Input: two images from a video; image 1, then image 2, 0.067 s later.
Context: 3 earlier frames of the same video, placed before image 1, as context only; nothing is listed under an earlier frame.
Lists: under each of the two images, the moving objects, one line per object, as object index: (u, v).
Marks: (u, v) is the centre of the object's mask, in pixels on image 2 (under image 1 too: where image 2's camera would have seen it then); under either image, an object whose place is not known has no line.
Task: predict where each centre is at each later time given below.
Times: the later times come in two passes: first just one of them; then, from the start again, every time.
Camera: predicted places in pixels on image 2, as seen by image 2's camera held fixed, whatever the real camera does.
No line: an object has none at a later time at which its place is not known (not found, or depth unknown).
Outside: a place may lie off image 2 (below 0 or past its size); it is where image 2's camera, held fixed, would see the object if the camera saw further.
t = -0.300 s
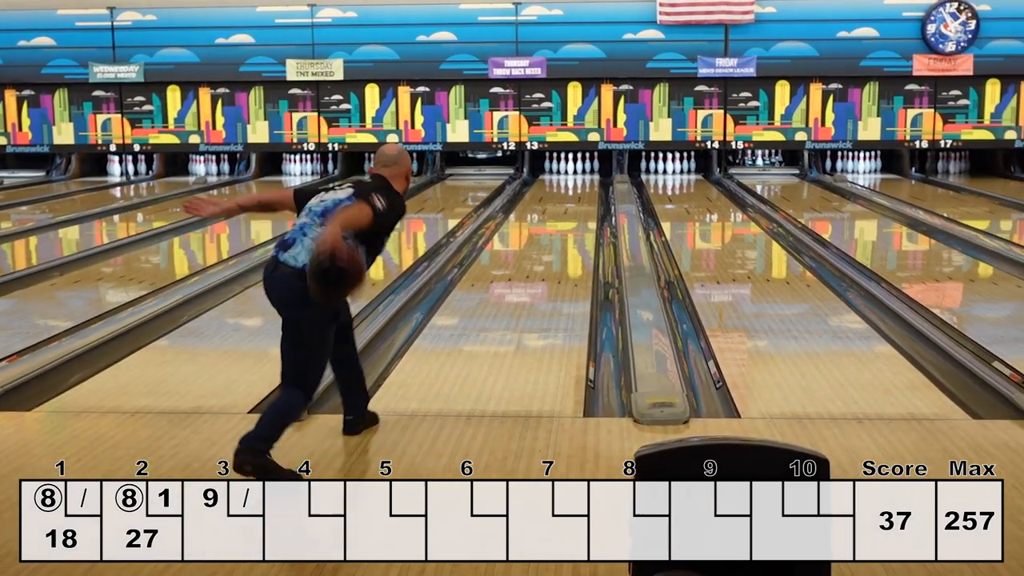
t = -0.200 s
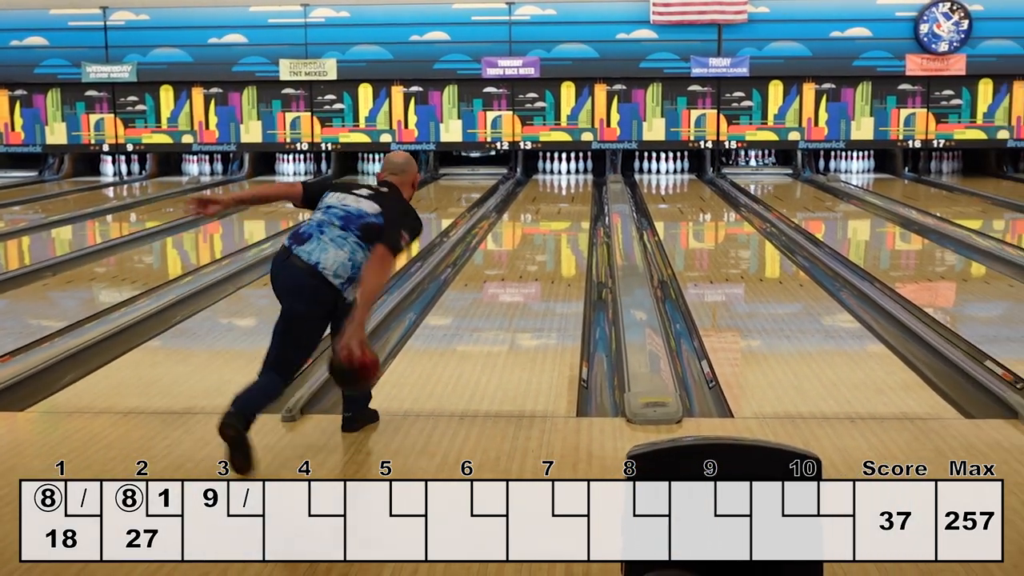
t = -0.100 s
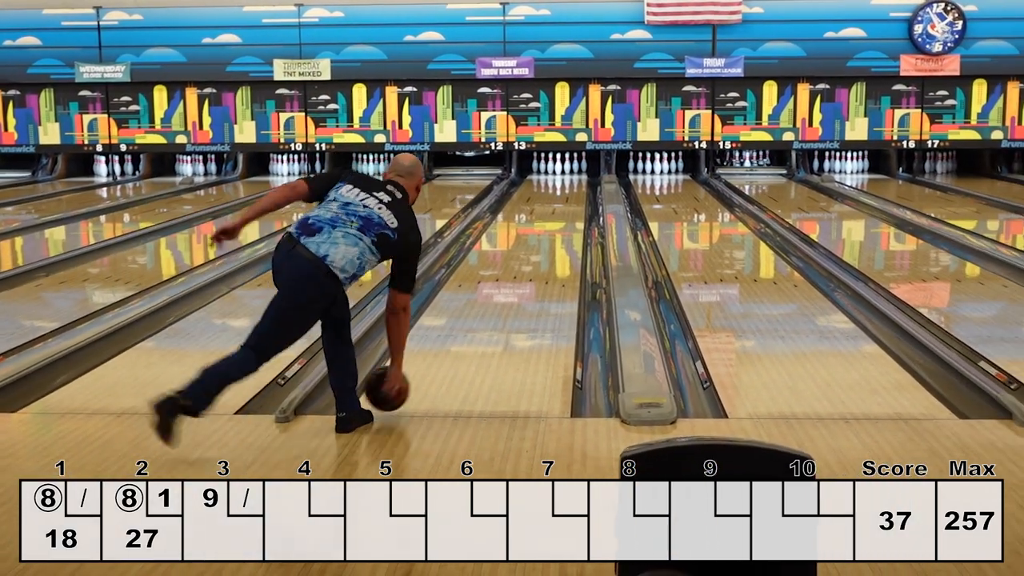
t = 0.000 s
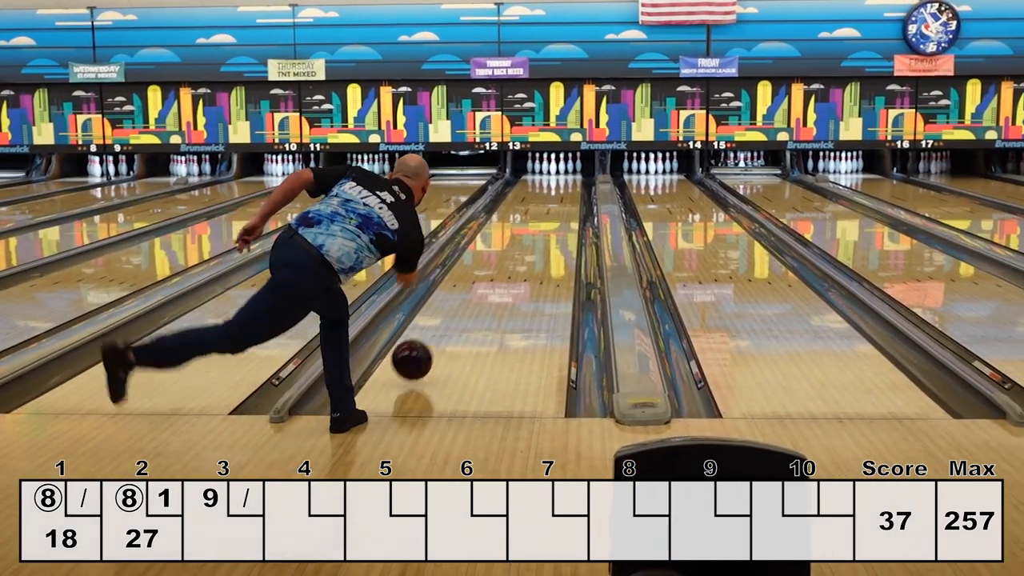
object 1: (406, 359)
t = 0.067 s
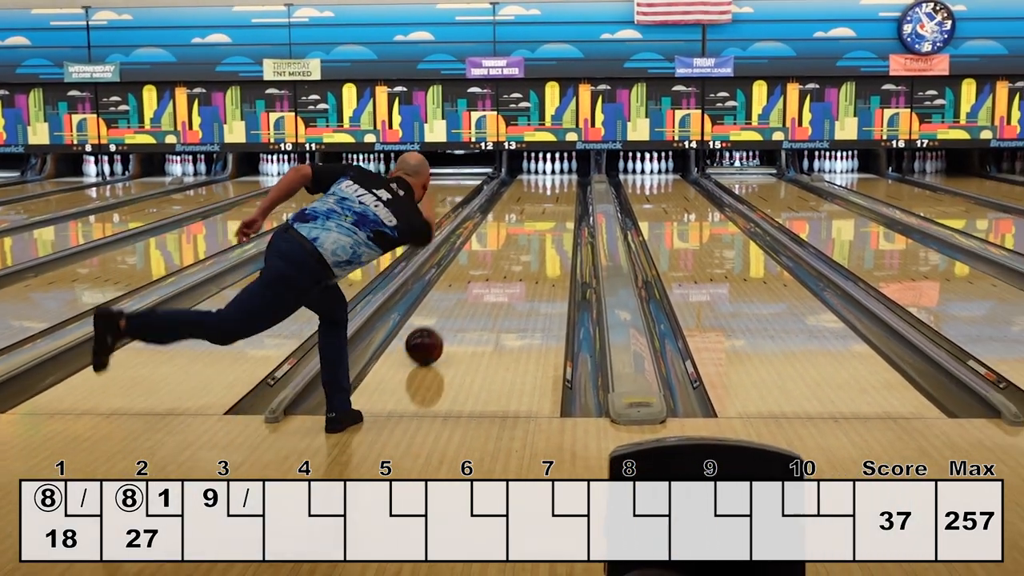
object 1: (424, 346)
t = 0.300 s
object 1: (468, 297)
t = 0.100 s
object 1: (432, 337)
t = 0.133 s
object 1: (439, 330)
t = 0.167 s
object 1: (446, 322)
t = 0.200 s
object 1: (452, 315)
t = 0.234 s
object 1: (458, 309)
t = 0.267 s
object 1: (463, 303)
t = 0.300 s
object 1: (468, 297)
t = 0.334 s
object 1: (473, 292)
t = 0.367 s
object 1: (477, 287)
